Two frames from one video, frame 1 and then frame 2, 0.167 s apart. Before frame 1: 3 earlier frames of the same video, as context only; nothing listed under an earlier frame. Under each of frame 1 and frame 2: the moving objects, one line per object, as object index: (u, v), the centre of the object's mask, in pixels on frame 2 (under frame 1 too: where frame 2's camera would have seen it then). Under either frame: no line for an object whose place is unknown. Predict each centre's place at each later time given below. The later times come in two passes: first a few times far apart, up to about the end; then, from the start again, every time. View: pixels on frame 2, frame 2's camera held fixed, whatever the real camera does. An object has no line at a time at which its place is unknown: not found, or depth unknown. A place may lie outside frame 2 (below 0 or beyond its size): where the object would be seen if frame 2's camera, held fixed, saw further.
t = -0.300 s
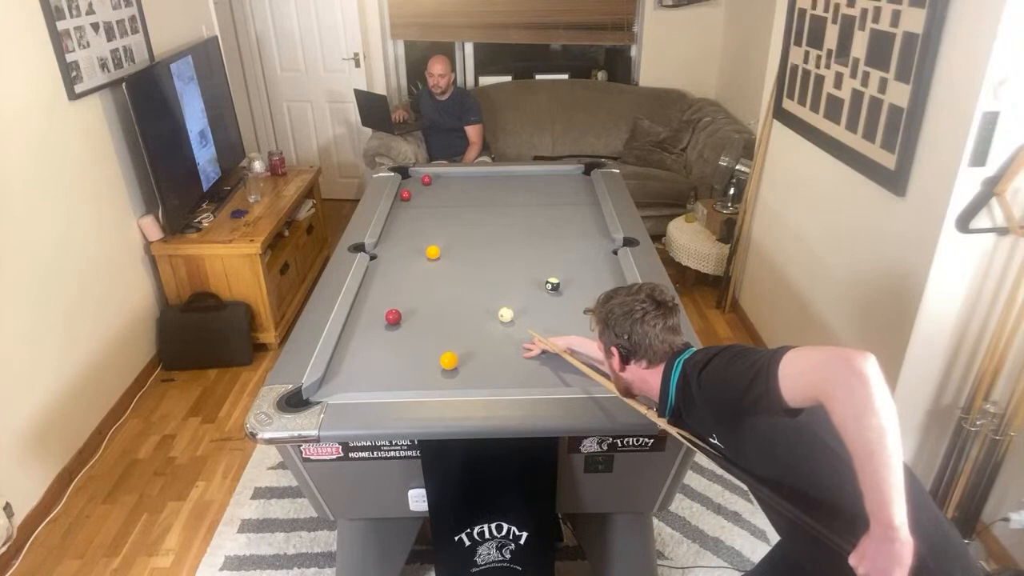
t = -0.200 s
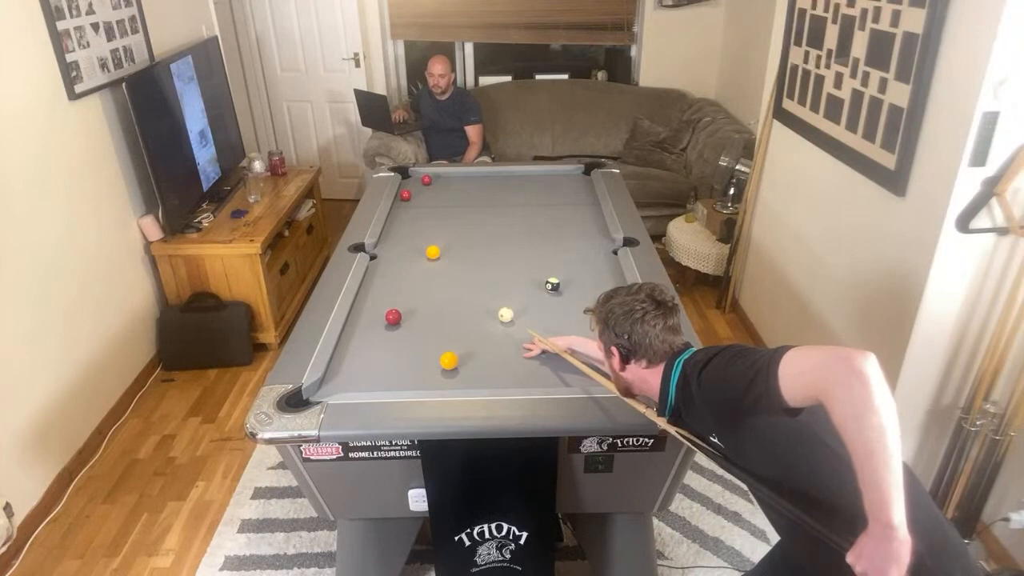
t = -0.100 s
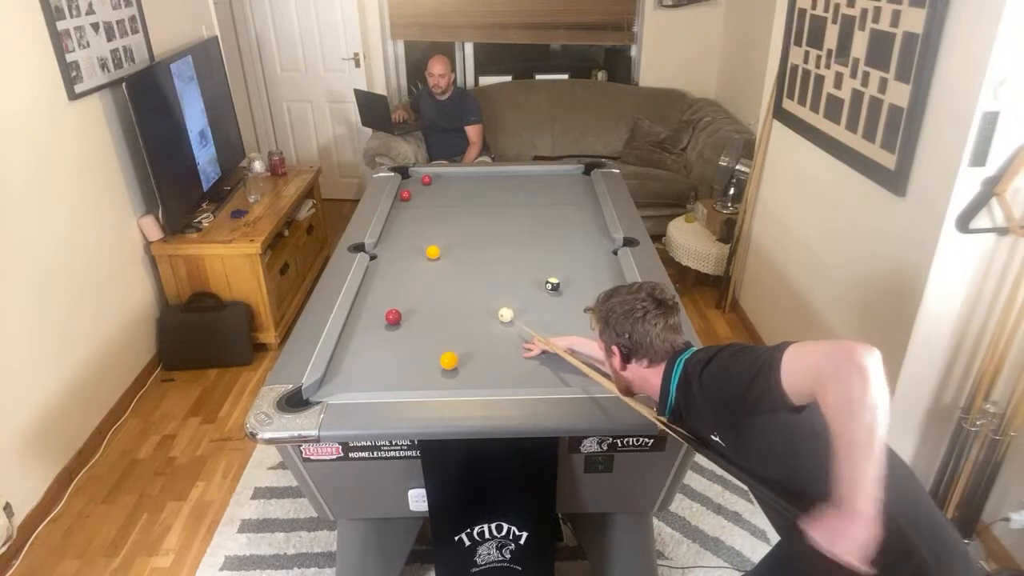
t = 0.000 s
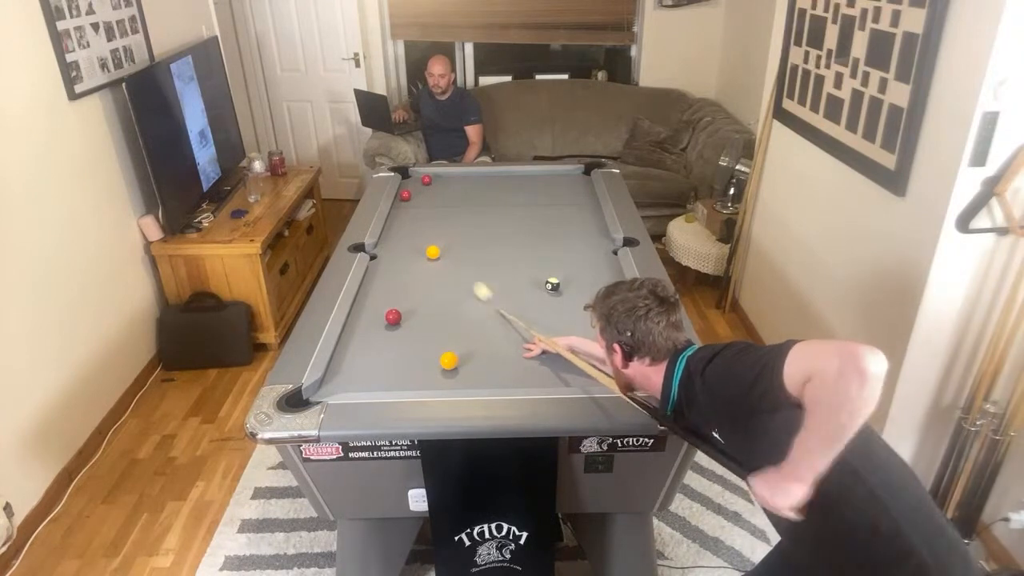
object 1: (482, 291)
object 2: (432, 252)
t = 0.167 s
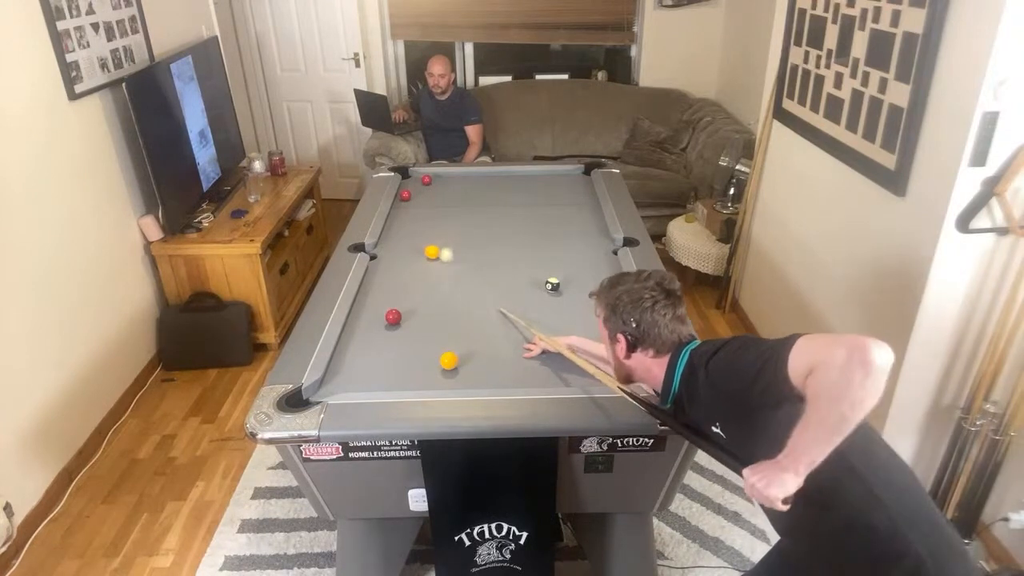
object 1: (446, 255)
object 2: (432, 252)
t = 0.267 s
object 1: (457, 245)
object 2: (408, 247)
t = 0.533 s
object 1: (483, 223)
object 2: (402, 240)
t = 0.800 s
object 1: (504, 204)
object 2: (436, 236)
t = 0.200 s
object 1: (449, 251)
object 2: (424, 250)
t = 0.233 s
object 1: (453, 248)
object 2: (416, 249)
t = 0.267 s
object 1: (457, 245)
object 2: (408, 247)
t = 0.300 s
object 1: (461, 242)
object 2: (401, 246)
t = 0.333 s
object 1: (464, 239)
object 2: (394, 244)
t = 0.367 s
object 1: (468, 236)
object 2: (388, 243)
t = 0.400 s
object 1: (471, 233)
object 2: (383, 242)
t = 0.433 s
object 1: (474, 231)
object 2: (387, 241)
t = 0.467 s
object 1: (477, 228)
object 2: (392, 241)
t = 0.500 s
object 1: (480, 225)
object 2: (397, 240)
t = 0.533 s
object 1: (483, 223)
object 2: (402, 240)
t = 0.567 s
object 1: (486, 220)
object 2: (406, 239)
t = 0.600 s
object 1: (489, 218)
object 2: (410, 239)
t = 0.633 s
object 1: (491, 215)
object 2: (415, 239)
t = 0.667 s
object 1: (494, 213)
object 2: (419, 238)
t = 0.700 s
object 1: (496, 211)
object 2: (423, 238)
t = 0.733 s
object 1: (499, 208)
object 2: (427, 237)
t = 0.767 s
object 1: (502, 206)
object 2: (432, 237)
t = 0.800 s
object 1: (504, 204)
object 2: (436, 236)
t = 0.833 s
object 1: (506, 202)
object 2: (440, 236)
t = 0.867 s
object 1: (509, 200)
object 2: (444, 235)
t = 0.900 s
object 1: (511, 198)
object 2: (448, 235)
